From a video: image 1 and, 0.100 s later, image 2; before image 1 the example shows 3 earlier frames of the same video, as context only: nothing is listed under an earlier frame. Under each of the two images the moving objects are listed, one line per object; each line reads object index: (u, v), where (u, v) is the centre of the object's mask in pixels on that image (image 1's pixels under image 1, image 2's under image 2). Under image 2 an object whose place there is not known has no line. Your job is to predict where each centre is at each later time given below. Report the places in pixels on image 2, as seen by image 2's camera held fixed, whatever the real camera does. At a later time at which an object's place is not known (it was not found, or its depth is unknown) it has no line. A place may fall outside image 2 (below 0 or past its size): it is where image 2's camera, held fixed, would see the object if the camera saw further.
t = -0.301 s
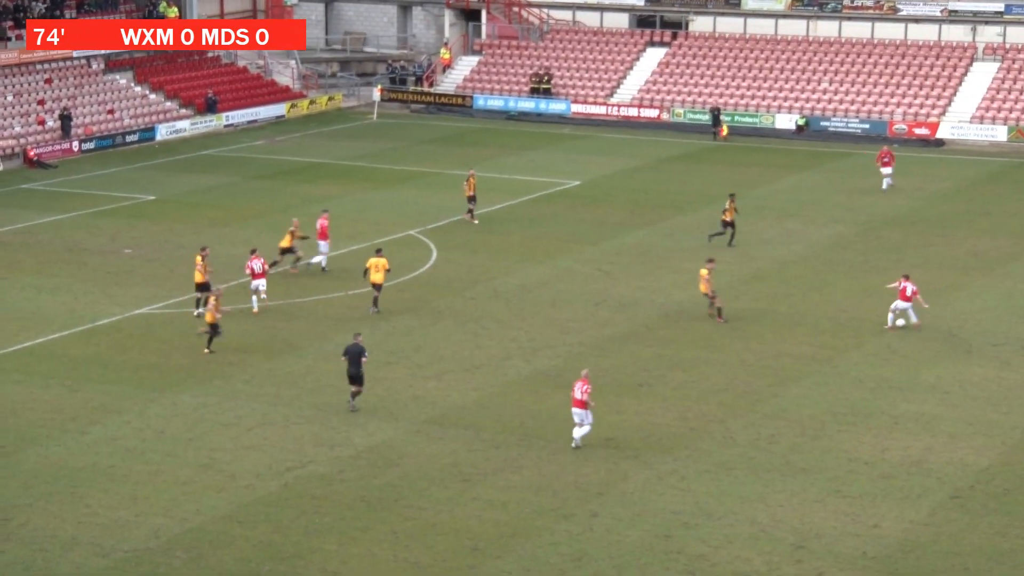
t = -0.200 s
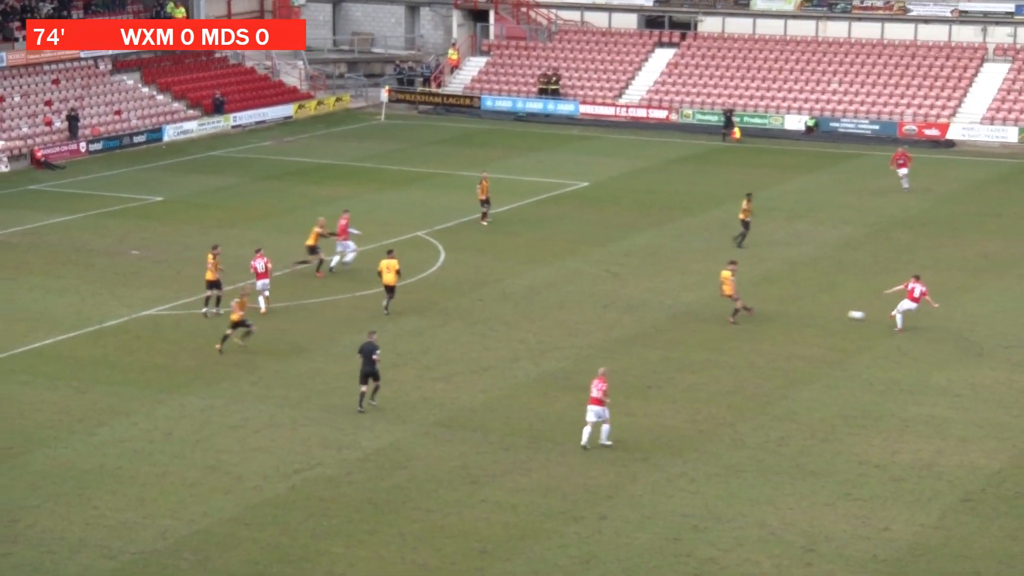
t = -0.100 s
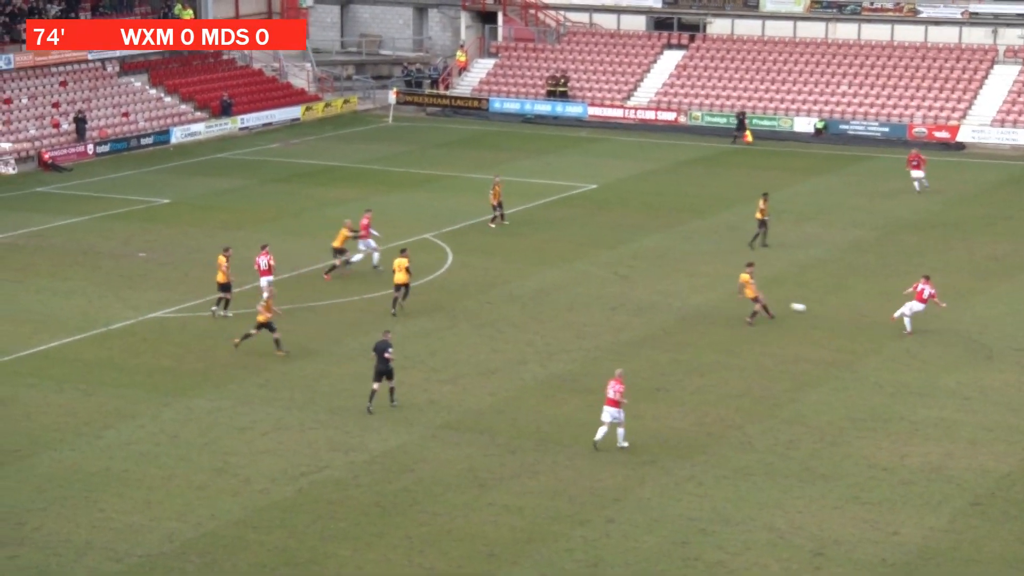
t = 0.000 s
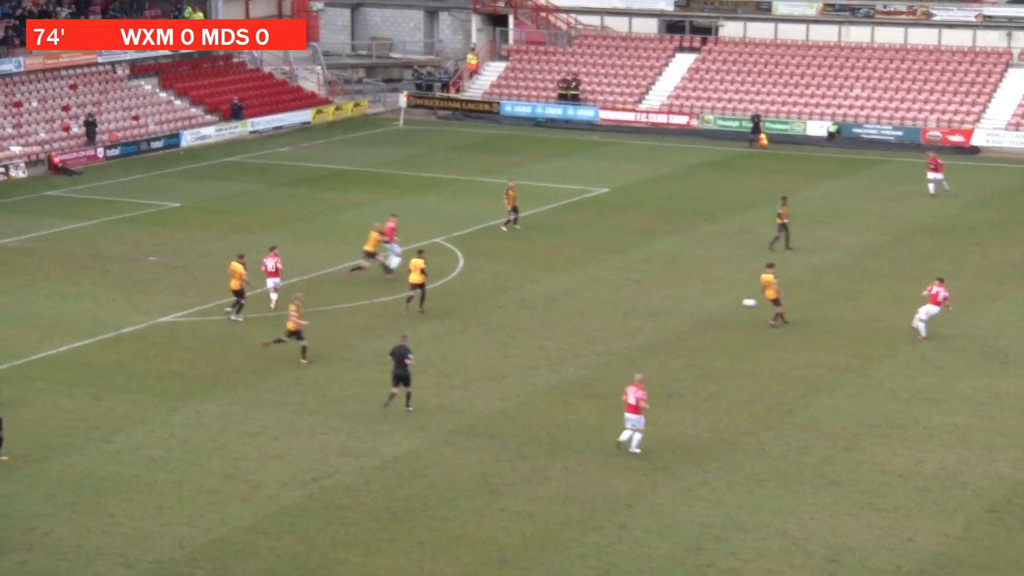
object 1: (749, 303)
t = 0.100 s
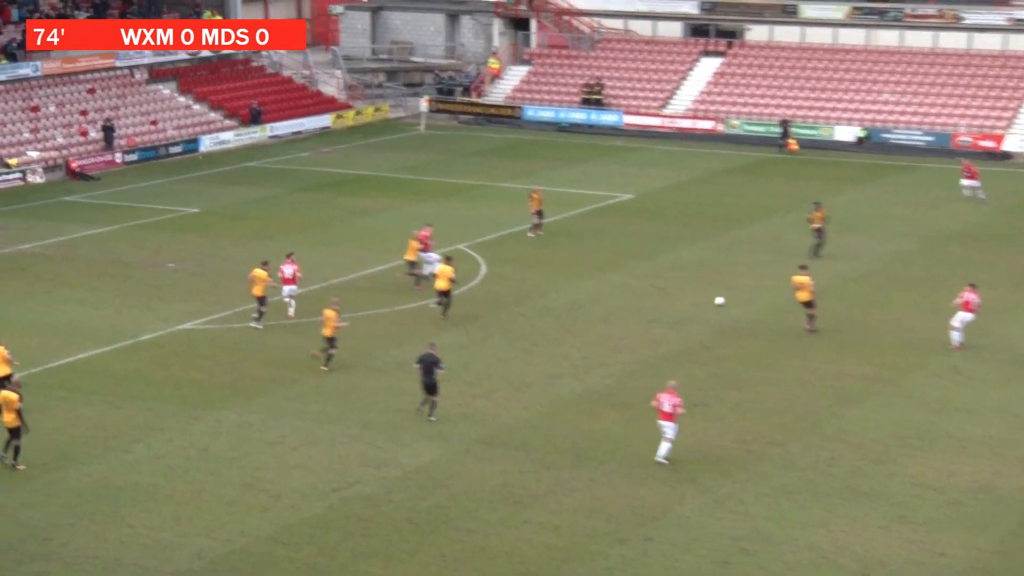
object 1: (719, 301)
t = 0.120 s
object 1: (709, 300)
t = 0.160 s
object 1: (688, 297)
